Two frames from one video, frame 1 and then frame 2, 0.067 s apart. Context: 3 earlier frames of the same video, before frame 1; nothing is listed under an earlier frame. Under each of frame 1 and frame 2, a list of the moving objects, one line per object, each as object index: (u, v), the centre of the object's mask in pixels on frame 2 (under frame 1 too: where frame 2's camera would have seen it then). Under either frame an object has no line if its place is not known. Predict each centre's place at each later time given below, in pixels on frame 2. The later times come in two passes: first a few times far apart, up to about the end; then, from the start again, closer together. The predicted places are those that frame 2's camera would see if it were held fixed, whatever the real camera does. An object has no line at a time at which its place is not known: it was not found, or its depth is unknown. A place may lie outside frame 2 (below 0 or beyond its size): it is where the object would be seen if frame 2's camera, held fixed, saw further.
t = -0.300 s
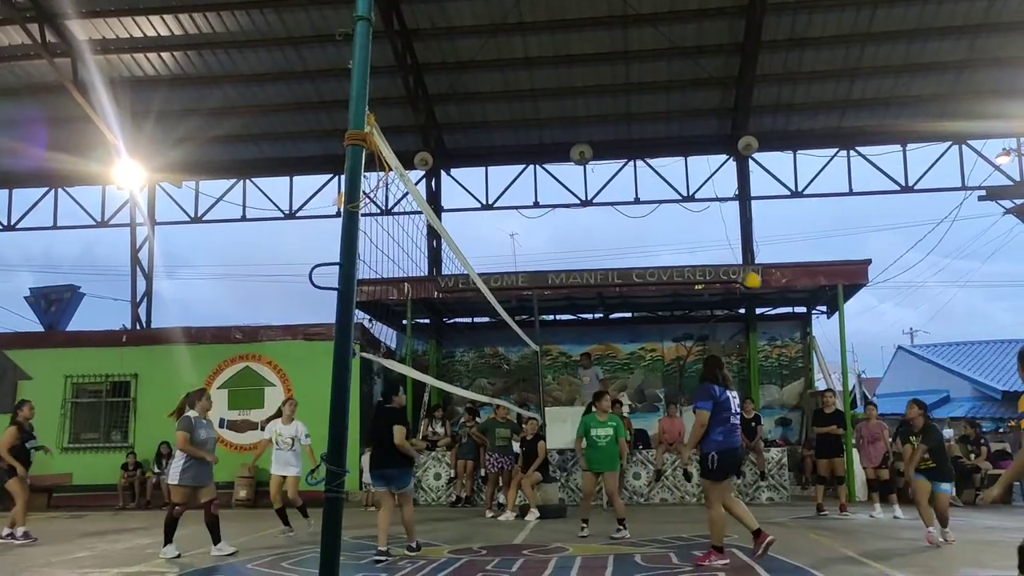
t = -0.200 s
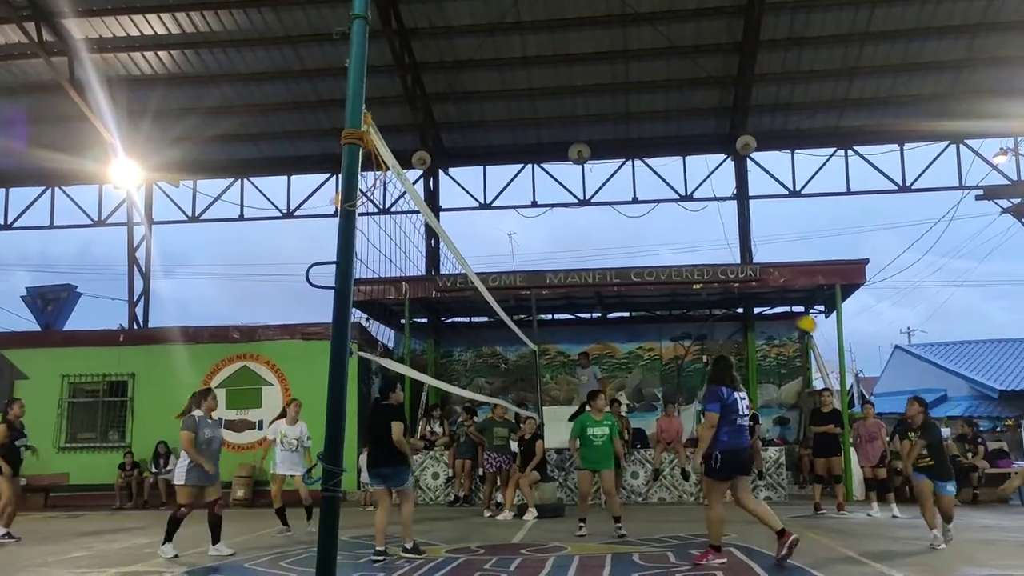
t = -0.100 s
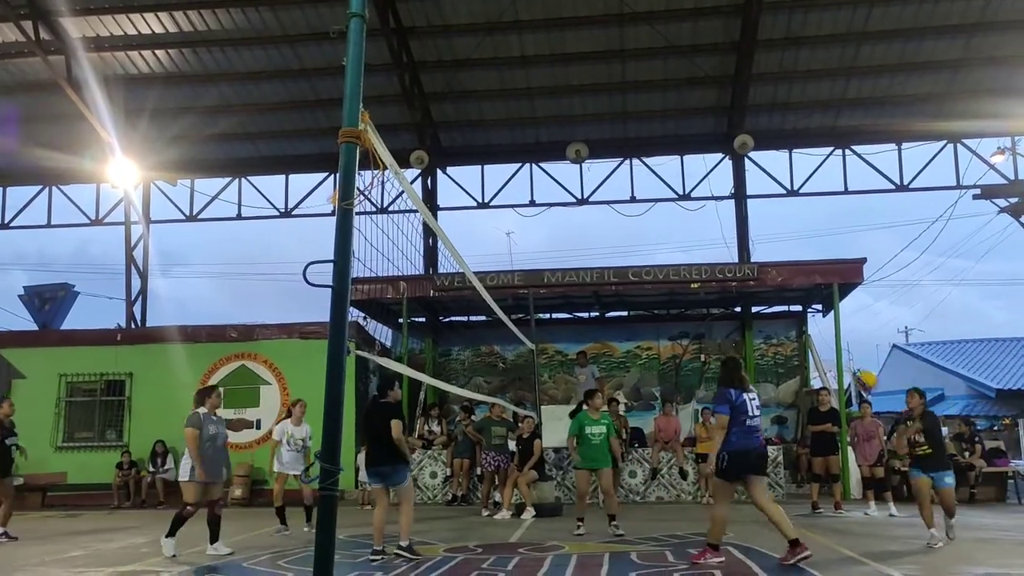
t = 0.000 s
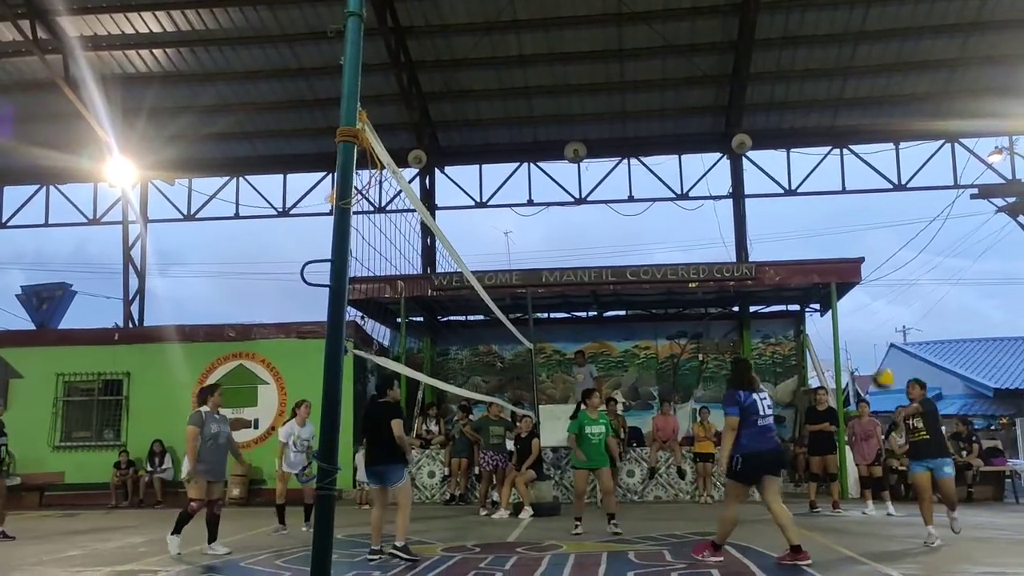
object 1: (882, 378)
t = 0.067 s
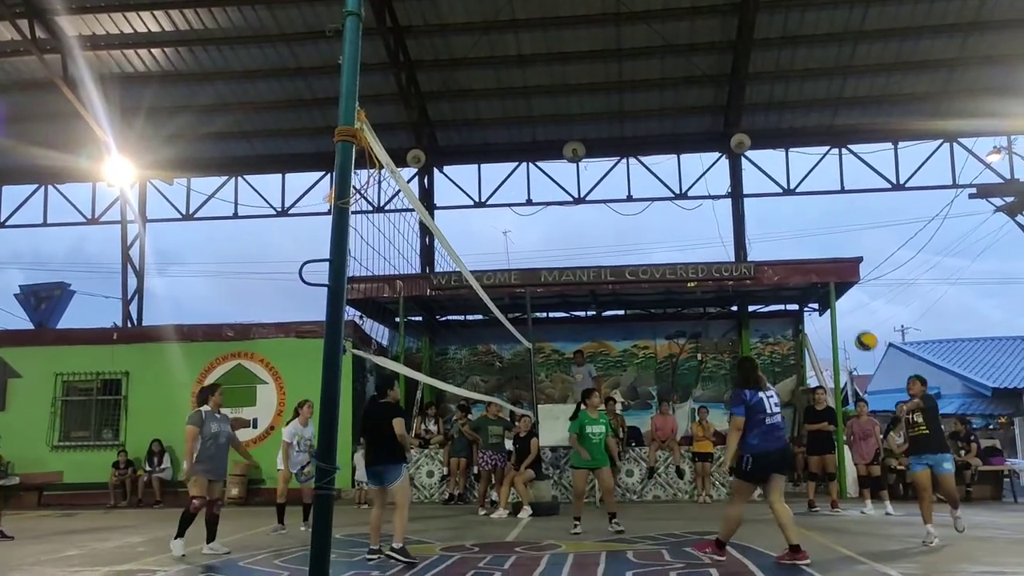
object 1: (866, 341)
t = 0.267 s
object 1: (826, 257)
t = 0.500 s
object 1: (787, 218)
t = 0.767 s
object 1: (750, 236)
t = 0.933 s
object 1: (730, 278)
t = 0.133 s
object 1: (852, 309)
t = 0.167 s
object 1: (845, 294)
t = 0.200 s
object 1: (841, 280)
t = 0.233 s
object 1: (836, 267)
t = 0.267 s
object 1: (826, 257)
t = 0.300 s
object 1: (820, 249)
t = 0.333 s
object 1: (814, 242)
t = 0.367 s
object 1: (808, 235)
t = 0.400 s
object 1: (803, 229)
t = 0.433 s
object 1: (797, 224)
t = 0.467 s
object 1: (792, 221)
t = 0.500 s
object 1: (787, 218)
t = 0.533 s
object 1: (782, 217)
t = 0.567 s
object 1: (777, 216)
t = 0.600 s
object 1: (772, 217)
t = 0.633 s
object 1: (768, 219)
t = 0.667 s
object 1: (763, 221)
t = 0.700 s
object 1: (759, 225)
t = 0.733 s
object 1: (754, 230)
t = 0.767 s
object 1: (750, 236)
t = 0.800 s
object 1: (745, 243)
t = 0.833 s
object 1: (741, 251)
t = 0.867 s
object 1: (737, 258)
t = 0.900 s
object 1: (734, 268)
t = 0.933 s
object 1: (730, 278)
